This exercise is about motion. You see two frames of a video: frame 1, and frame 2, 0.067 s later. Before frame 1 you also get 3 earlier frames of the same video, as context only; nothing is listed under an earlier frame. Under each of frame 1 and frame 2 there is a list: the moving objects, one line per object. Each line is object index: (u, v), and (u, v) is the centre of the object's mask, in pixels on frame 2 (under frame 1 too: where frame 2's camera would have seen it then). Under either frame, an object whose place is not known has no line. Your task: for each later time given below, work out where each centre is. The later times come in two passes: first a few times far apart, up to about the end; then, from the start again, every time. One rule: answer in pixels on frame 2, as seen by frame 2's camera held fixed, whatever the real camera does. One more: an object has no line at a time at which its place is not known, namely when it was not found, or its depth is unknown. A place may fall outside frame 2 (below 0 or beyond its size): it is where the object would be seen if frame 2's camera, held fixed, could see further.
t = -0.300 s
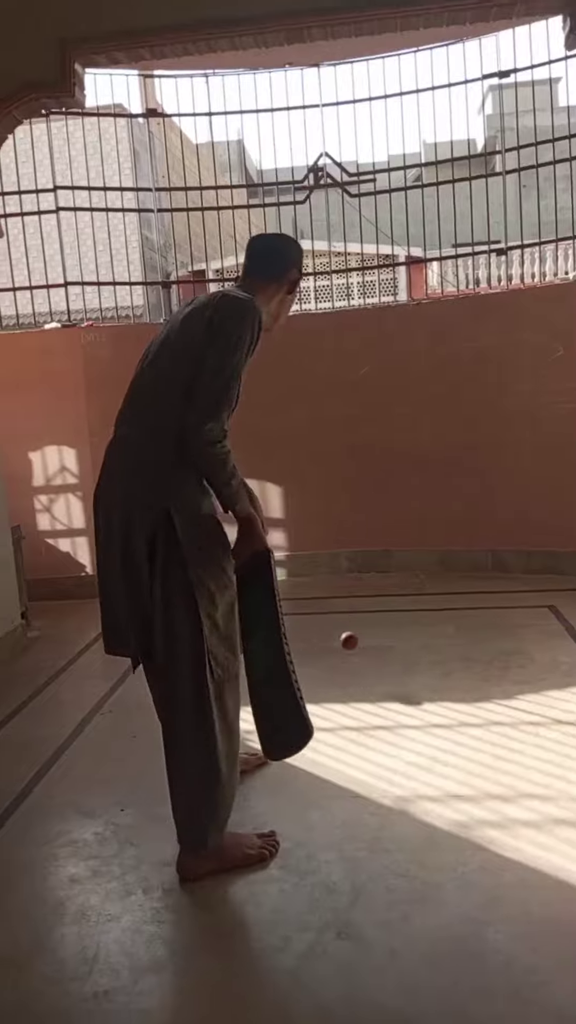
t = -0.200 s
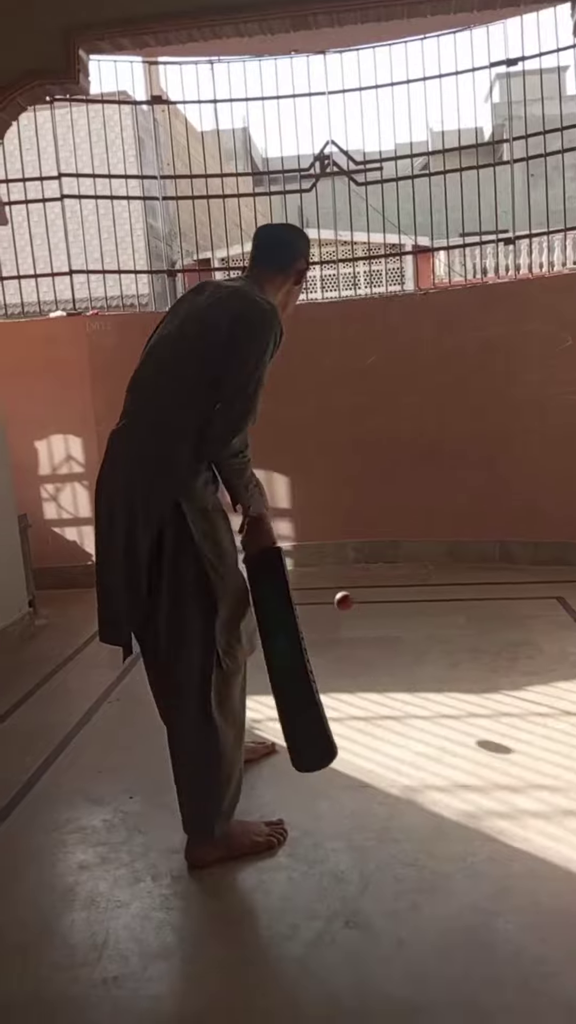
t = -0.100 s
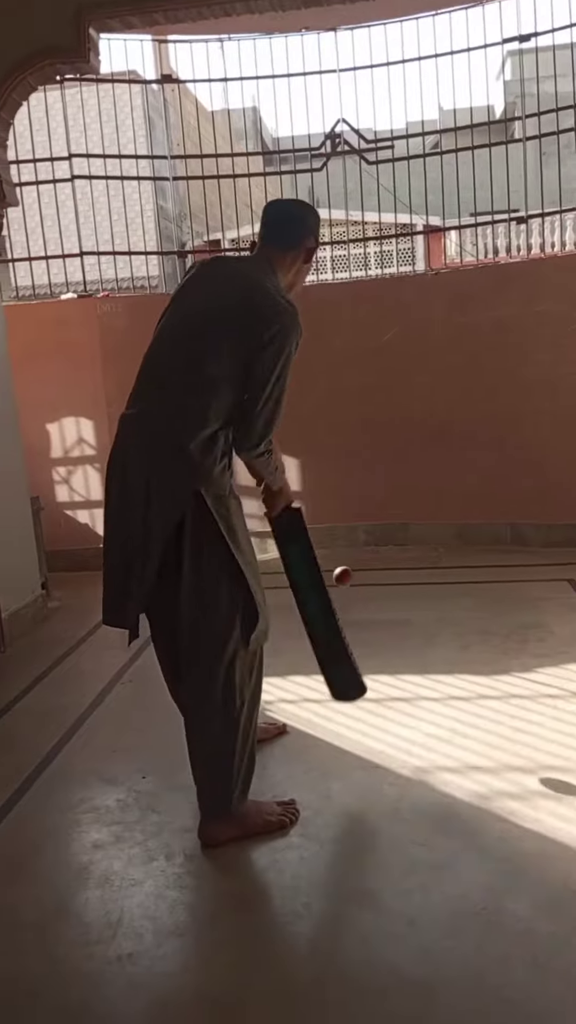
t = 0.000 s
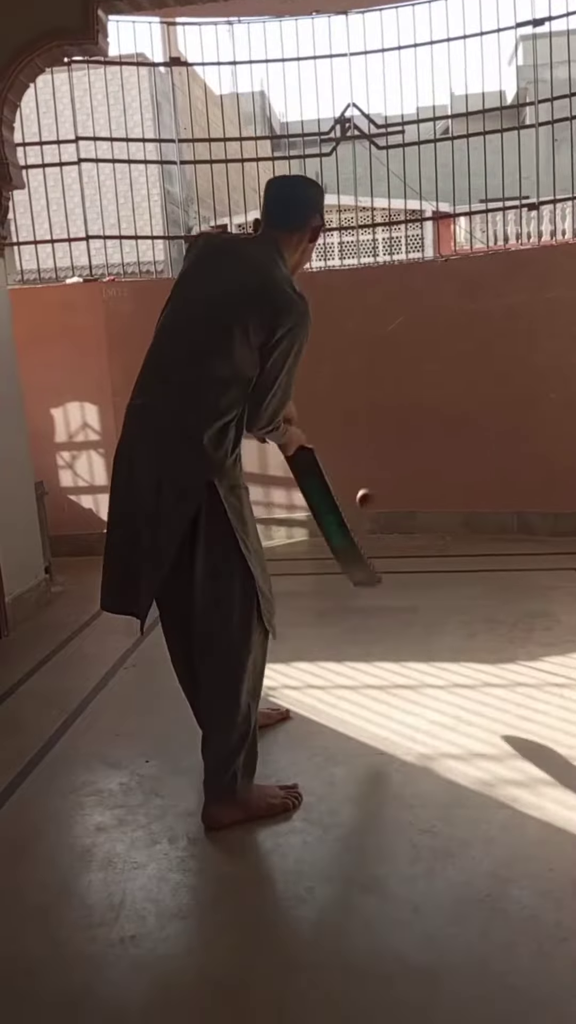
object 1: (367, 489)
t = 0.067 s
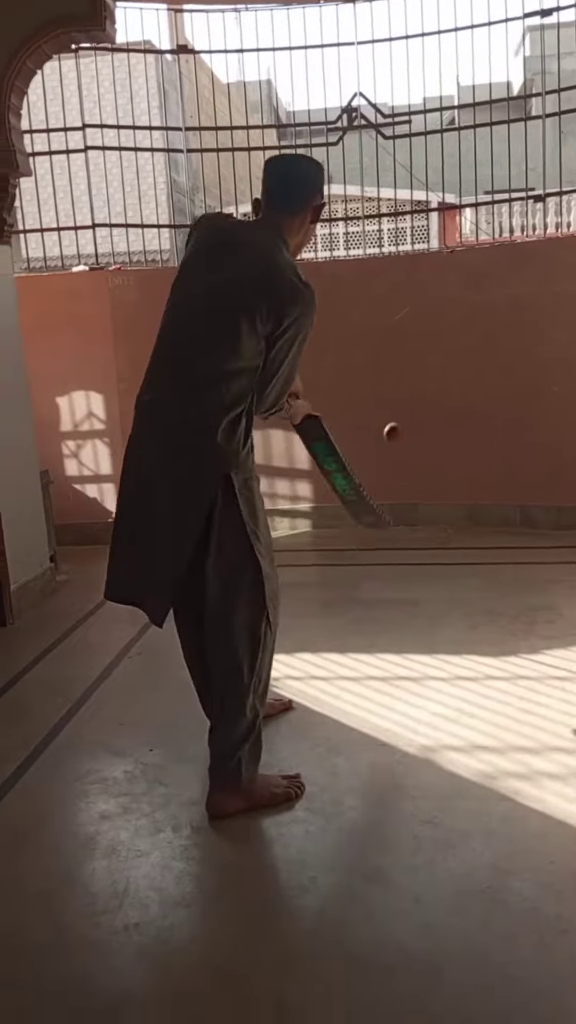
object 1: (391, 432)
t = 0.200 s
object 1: (425, 373)
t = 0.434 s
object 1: (437, 386)
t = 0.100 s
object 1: (400, 411)
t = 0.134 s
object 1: (409, 395)
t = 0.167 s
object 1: (418, 383)
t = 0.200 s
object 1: (425, 373)
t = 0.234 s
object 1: (431, 367)
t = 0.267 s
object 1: (439, 364)
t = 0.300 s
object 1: (445, 362)
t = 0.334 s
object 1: (449, 362)
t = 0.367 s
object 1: (446, 368)
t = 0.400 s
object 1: (441, 376)
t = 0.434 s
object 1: (437, 386)
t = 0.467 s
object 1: (432, 399)
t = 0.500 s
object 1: (426, 414)
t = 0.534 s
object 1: (420, 431)
